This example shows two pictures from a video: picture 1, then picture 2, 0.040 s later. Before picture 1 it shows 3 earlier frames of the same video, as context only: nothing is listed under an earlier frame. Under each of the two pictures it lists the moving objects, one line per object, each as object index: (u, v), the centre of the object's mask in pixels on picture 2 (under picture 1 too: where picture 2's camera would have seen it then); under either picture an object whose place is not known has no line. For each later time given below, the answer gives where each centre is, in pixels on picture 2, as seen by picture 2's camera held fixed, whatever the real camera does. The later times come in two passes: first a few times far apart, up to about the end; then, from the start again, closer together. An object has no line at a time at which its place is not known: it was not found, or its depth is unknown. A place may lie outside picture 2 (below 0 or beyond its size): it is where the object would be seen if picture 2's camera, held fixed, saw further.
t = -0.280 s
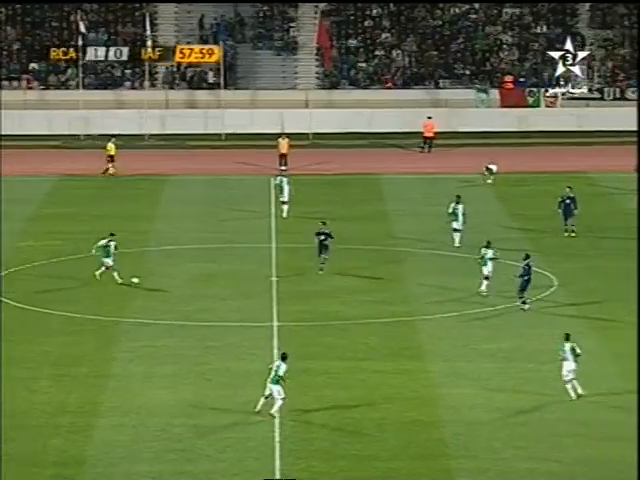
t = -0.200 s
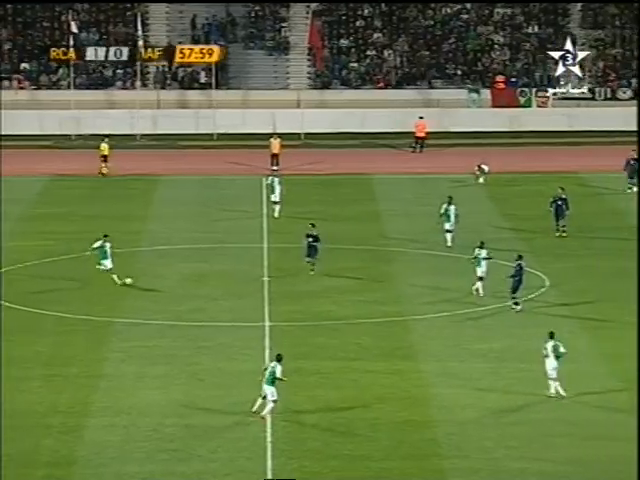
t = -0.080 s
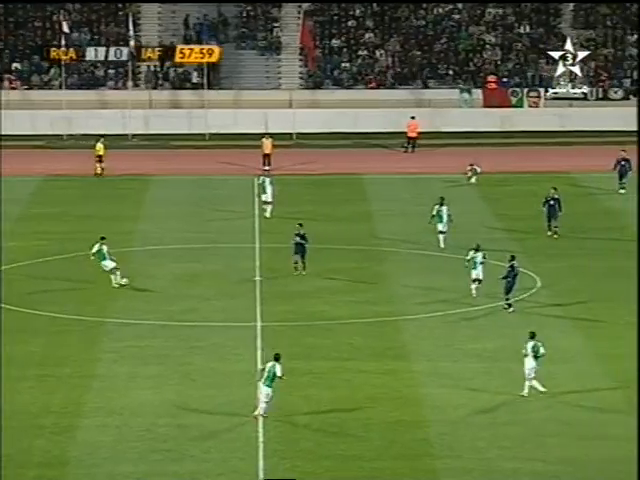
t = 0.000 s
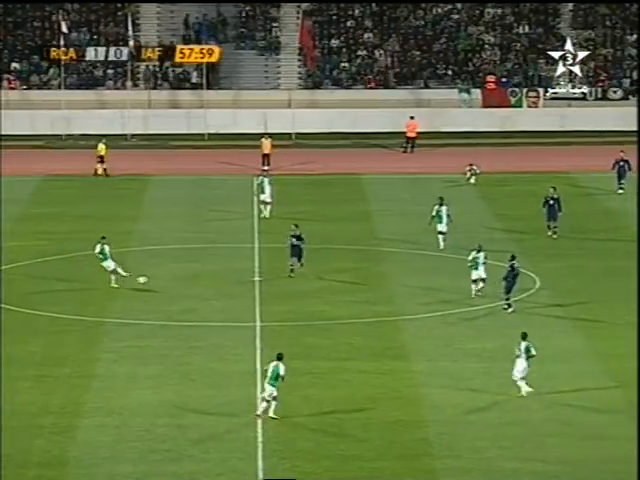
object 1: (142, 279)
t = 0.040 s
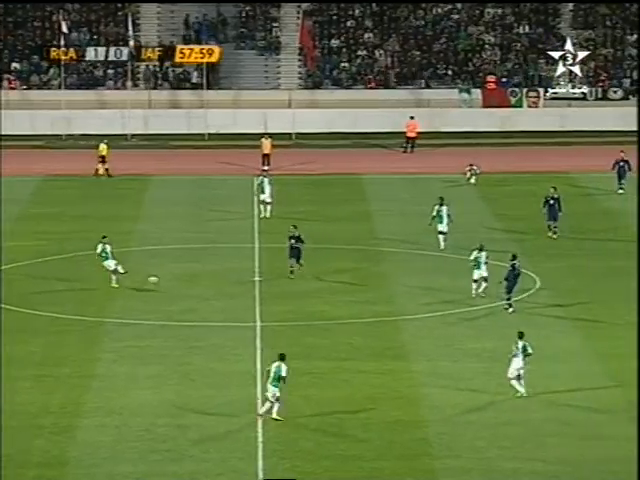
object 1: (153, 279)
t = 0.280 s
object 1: (216, 291)
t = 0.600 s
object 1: (294, 343)
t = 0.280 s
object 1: (216, 291)
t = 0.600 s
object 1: (294, 343)
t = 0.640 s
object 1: (301, 344)
